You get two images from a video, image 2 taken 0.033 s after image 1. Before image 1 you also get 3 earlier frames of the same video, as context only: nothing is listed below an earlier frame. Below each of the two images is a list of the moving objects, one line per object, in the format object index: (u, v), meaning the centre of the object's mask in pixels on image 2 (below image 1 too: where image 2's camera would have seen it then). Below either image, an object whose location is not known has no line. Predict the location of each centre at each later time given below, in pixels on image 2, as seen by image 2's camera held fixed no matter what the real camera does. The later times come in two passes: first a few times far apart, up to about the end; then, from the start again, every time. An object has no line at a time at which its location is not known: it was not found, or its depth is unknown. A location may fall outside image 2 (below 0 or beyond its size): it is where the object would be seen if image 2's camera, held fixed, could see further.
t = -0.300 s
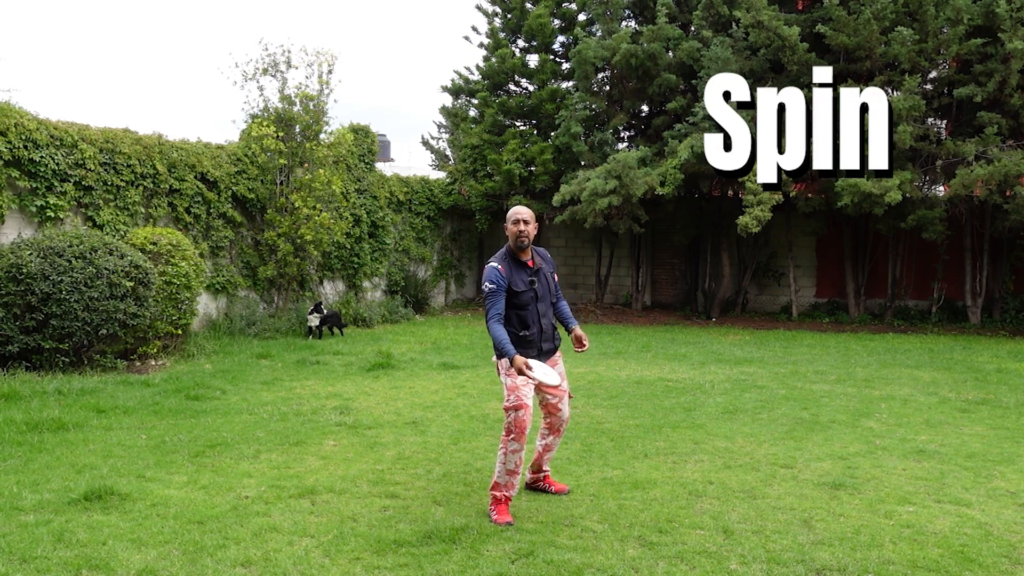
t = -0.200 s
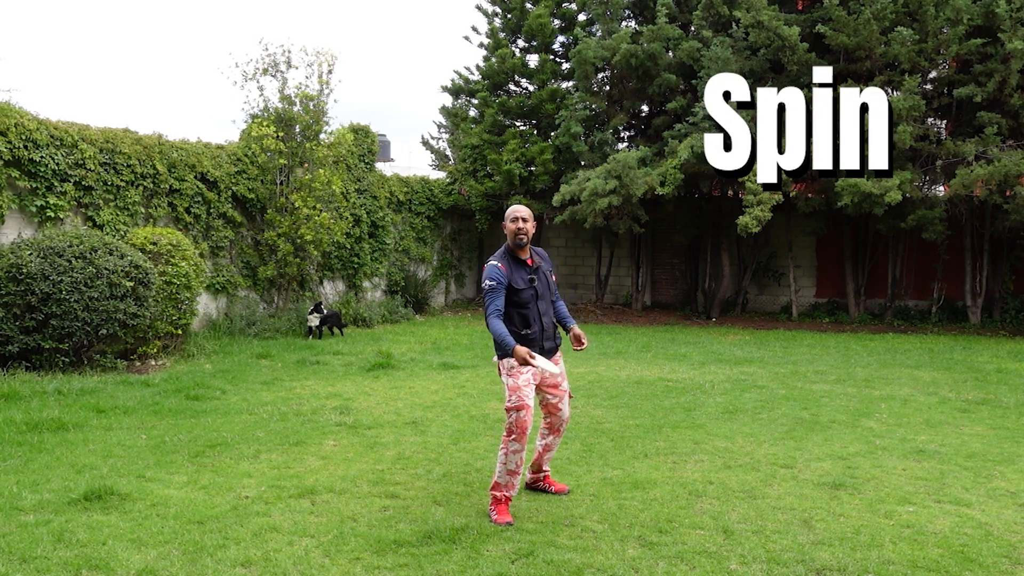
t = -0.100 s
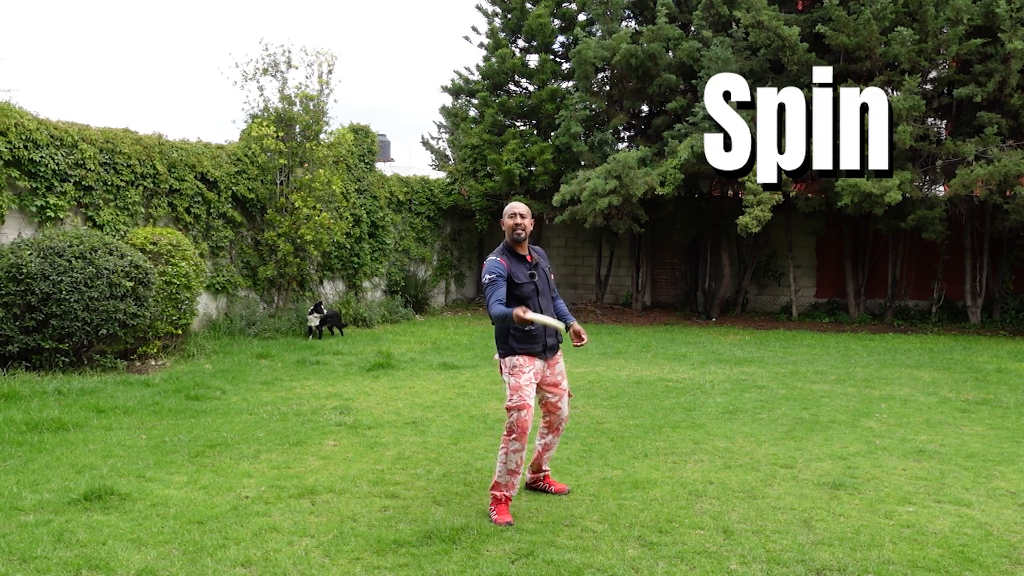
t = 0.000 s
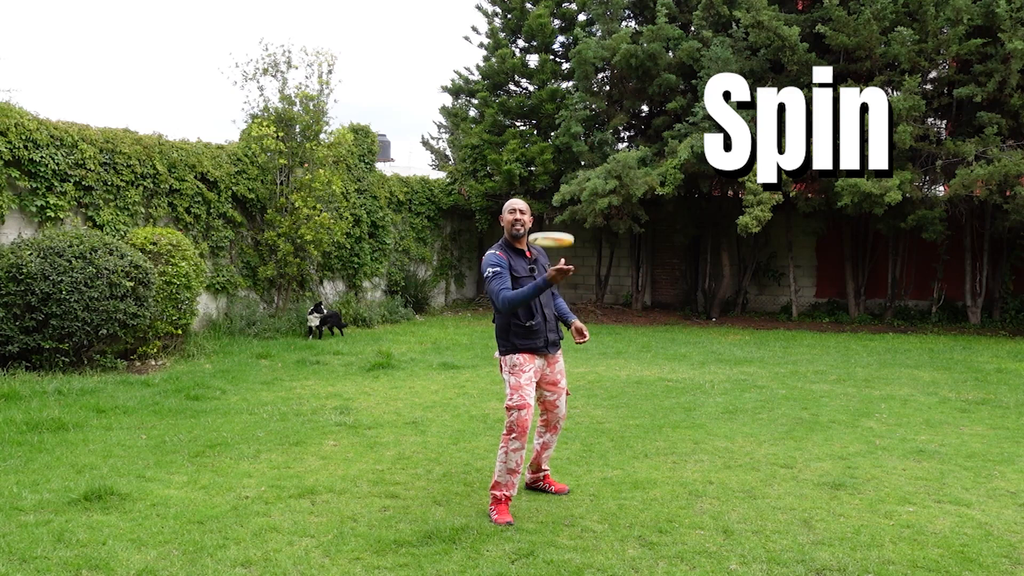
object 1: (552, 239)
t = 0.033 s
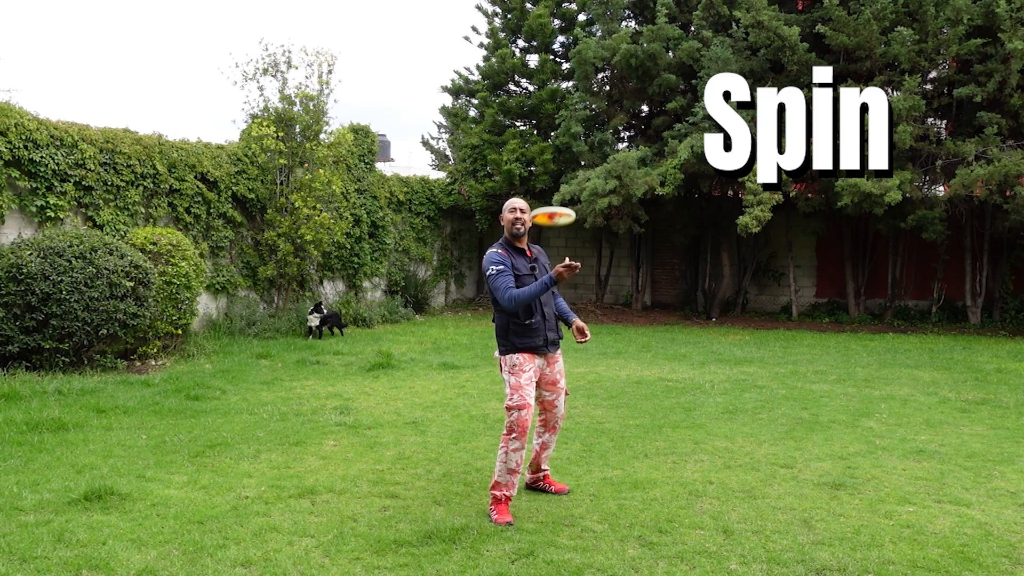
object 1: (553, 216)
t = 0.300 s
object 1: (565, 113)
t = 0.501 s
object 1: (574, 129)
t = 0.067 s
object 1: (554, 196)
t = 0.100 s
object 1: (555, 177)
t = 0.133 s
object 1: (557, 161)
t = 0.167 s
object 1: (559, 147)
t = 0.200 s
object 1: (561, 135)
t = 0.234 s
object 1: (562, 126)
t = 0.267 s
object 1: (563, 118)
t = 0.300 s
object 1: (565, 113)
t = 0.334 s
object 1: (566, 111)
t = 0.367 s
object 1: (568, 110)
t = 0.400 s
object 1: (570, 112)
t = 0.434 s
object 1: (571, 115)
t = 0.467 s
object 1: (573, 121)
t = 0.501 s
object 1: (574, 129)
